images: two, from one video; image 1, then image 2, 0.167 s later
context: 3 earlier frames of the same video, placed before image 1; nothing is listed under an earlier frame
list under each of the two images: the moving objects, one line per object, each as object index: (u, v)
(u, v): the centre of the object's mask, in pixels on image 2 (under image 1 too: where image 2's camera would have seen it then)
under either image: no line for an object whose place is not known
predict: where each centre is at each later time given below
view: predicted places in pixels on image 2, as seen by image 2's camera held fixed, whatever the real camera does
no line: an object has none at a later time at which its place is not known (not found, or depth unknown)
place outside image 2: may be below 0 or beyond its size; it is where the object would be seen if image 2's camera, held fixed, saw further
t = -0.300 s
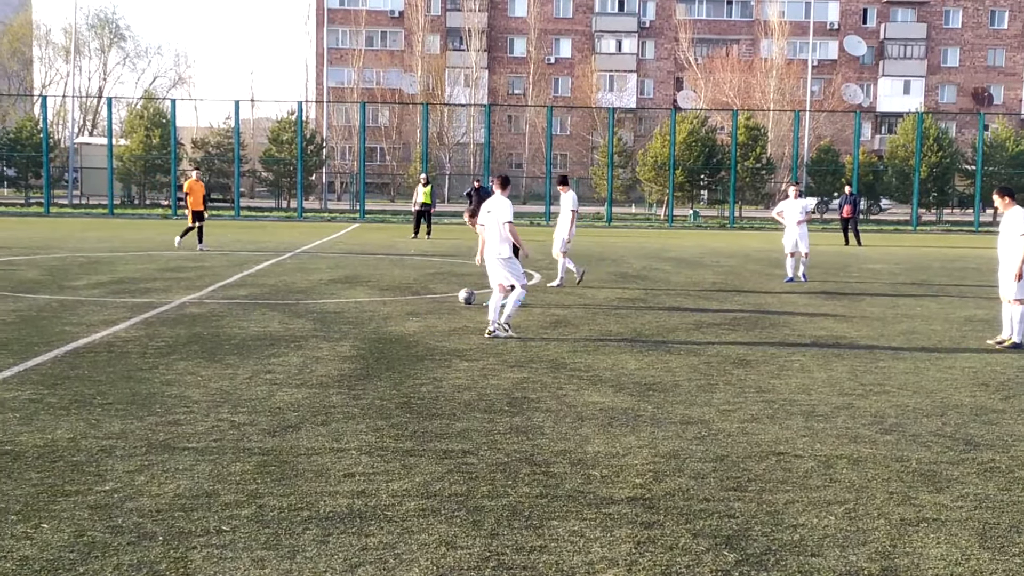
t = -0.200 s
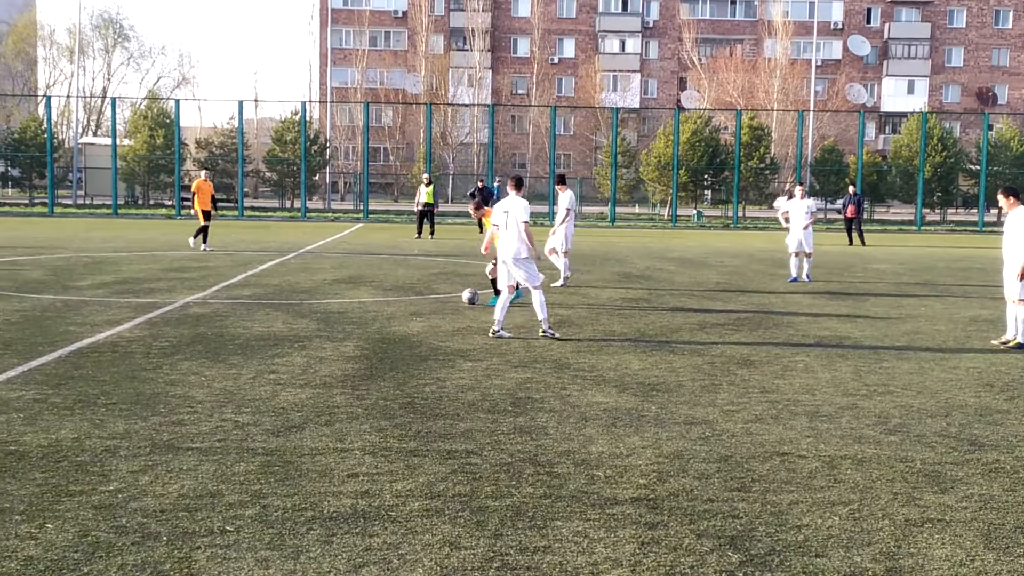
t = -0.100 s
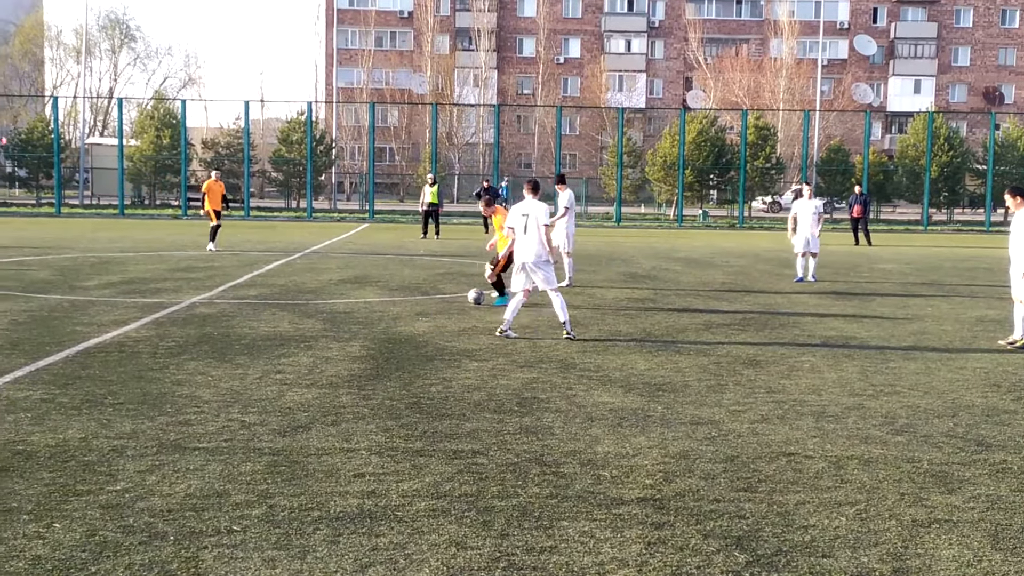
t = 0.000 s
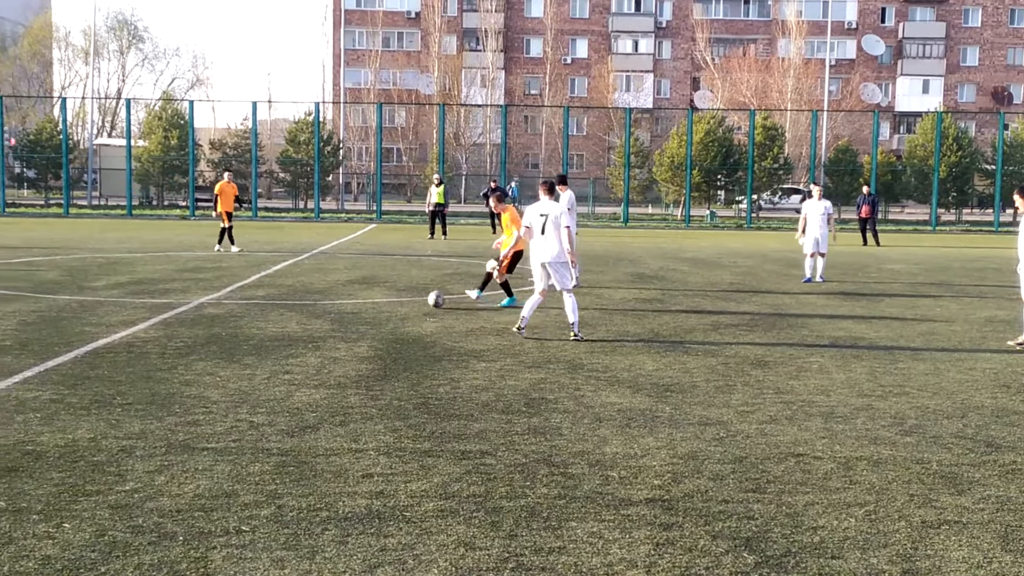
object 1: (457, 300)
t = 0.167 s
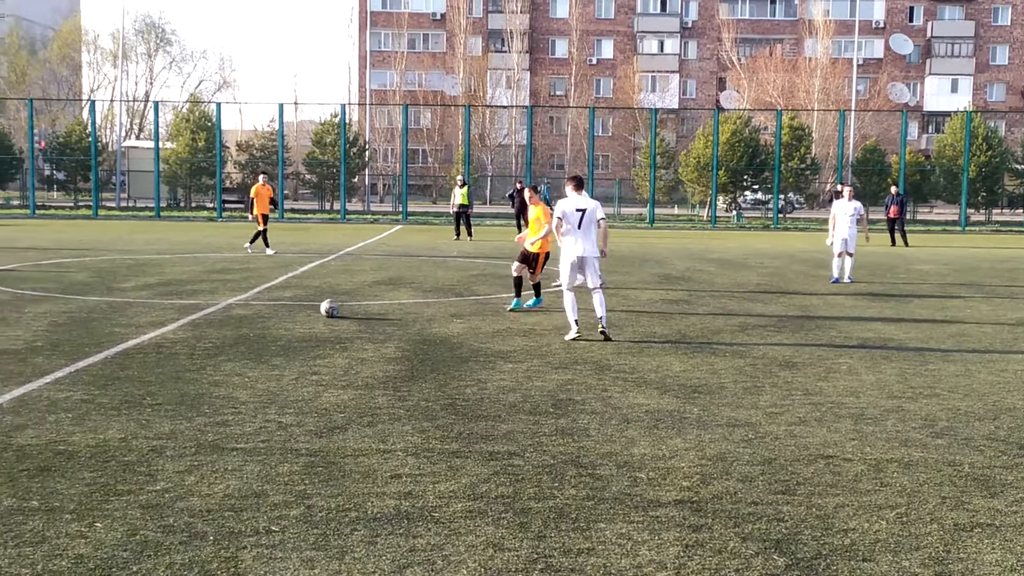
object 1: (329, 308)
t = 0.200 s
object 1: (303, 309)
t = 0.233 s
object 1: (277, 311)
